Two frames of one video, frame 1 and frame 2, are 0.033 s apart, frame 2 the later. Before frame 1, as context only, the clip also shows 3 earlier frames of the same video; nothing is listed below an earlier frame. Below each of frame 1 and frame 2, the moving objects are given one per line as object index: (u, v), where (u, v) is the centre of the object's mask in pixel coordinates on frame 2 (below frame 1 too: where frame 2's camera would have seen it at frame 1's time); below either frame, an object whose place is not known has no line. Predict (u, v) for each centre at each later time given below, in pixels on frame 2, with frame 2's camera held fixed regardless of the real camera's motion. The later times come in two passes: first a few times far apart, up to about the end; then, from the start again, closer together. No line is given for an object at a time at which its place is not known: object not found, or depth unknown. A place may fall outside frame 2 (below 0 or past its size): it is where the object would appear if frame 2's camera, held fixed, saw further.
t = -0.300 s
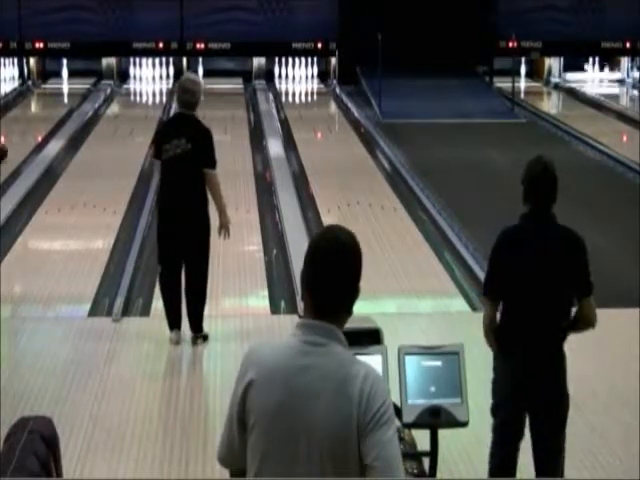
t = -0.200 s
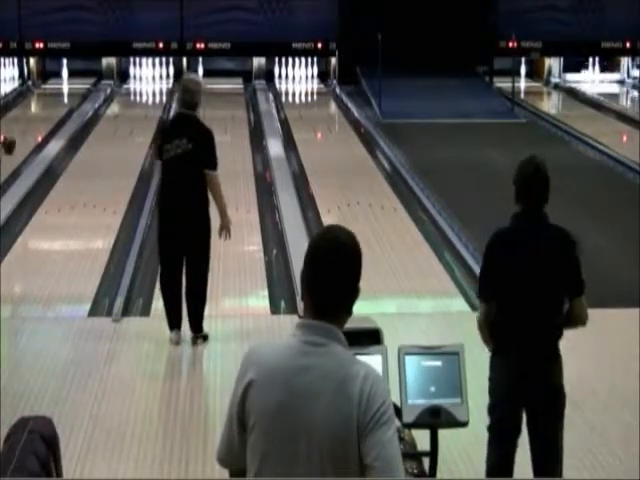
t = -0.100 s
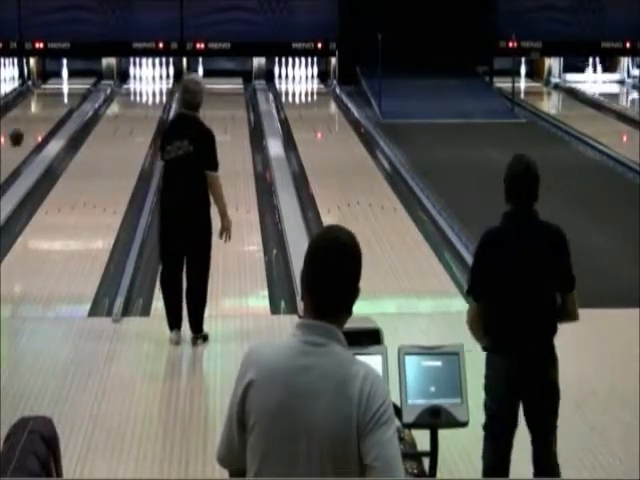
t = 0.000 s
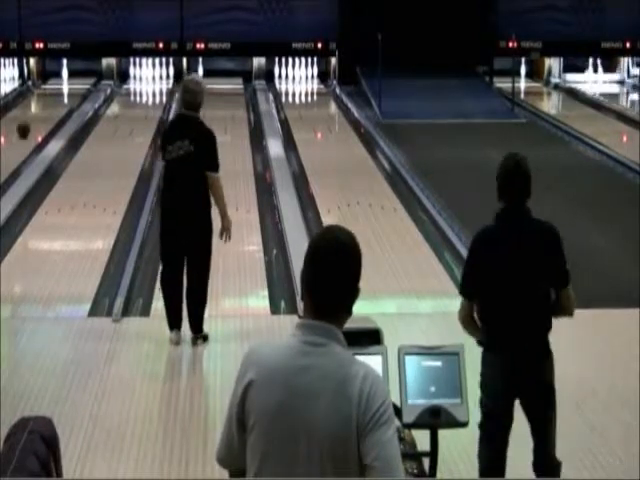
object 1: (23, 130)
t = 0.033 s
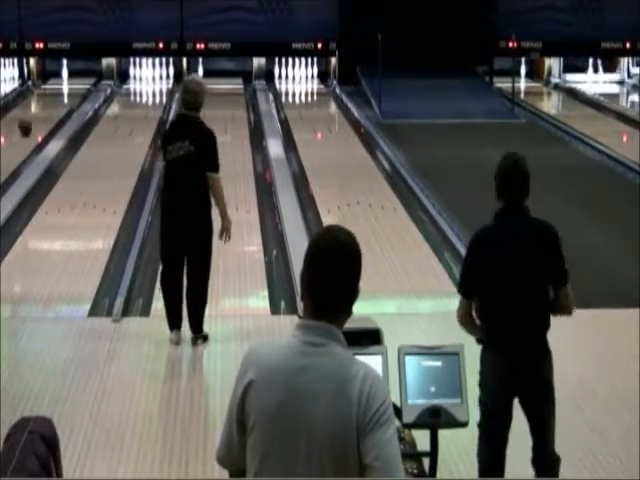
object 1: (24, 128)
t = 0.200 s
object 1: (35, 116)
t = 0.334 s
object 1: (42, 110)
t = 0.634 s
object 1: (56, 94)
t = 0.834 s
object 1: (61, 85)
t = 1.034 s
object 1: (68, 79)
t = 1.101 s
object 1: (68, 78)
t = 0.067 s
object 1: (27, 125)
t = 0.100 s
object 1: (29, 123)
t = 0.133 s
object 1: (31, 121)
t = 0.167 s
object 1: (33, 119)
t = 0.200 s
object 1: (35, 116)
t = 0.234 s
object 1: (37, 115)
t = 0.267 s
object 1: (38, 113)
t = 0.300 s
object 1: (41, 111)
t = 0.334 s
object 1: (42, 110)
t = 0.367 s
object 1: (44, 109)
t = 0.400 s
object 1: (45, 108)
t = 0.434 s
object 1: (47, 106)
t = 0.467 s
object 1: (48, 104)
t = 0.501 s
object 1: (50, 103)
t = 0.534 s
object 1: (52, 102)
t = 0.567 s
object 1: (52, 99)
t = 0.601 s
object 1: (55, 95)
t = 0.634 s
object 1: (56, 94)
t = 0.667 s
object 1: (56, 94)
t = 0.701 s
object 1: (57, 91)
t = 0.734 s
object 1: (58, 90)
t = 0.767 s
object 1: (58, 90)
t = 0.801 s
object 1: (60, 86)
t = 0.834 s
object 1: (61, 85)
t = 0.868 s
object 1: (62, 86)
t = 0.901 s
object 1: (63, 85)
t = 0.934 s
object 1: (64, 83)
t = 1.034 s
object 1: (68, 79)
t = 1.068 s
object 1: (67, 78)
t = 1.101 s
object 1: (68, 78)
